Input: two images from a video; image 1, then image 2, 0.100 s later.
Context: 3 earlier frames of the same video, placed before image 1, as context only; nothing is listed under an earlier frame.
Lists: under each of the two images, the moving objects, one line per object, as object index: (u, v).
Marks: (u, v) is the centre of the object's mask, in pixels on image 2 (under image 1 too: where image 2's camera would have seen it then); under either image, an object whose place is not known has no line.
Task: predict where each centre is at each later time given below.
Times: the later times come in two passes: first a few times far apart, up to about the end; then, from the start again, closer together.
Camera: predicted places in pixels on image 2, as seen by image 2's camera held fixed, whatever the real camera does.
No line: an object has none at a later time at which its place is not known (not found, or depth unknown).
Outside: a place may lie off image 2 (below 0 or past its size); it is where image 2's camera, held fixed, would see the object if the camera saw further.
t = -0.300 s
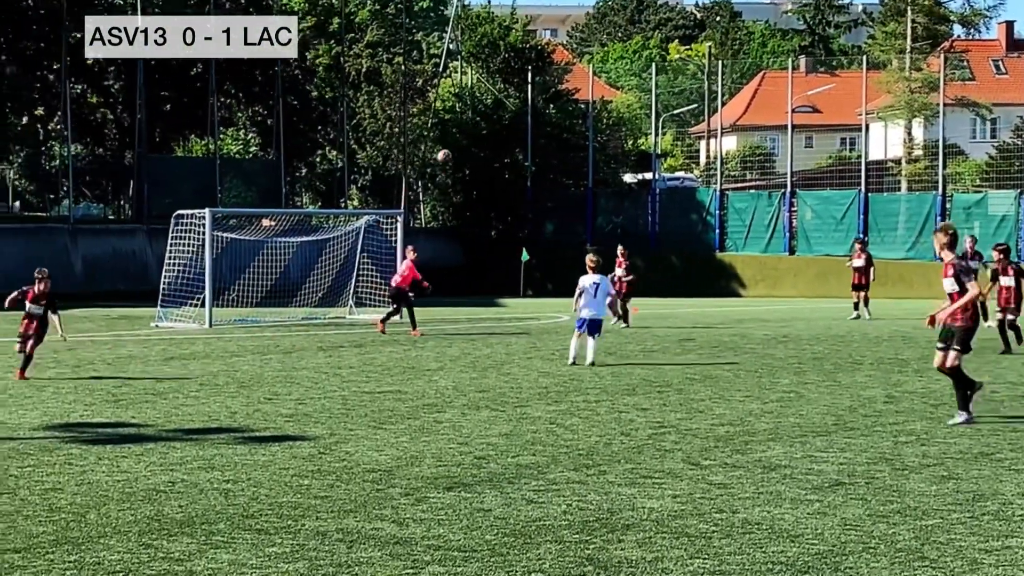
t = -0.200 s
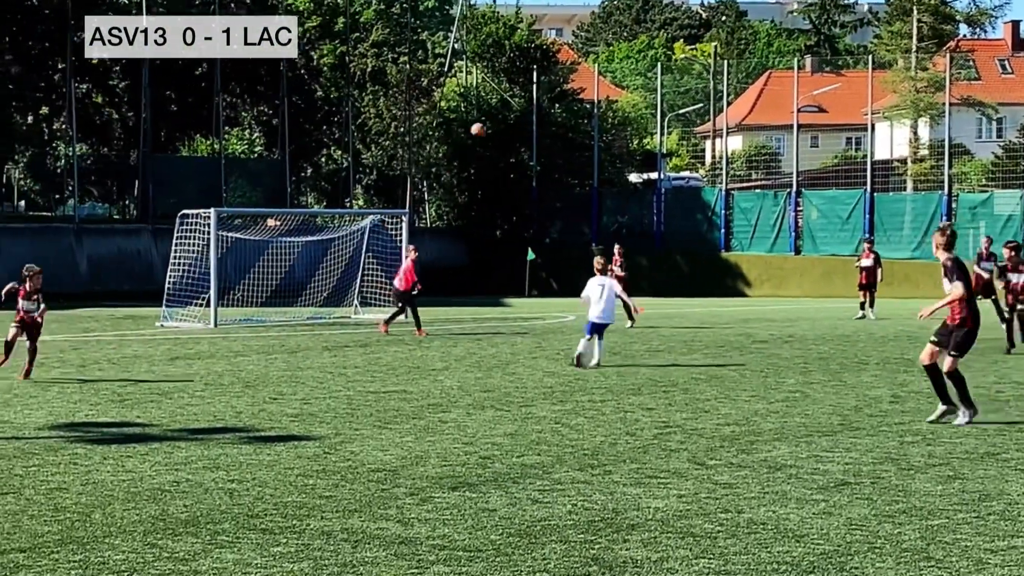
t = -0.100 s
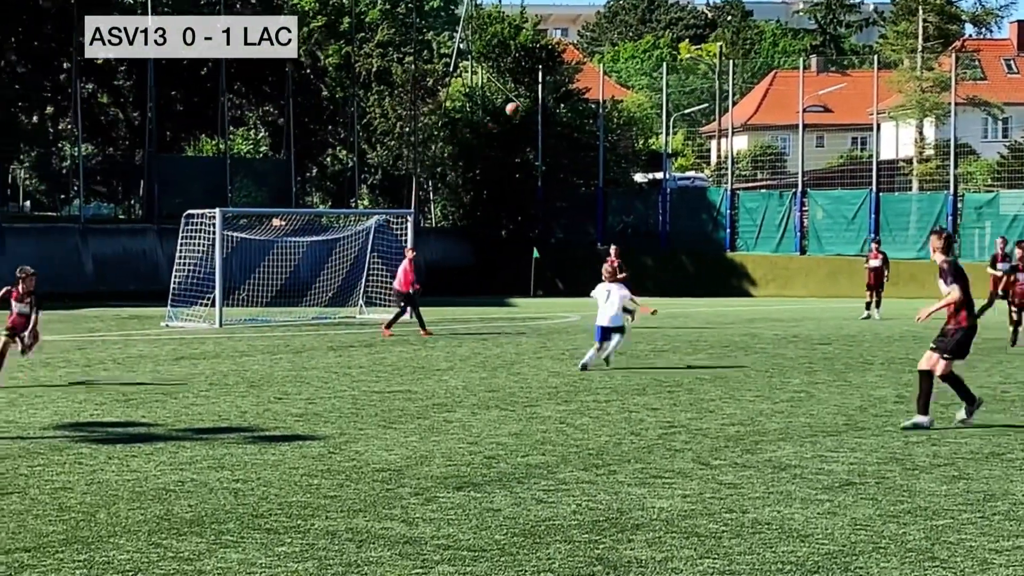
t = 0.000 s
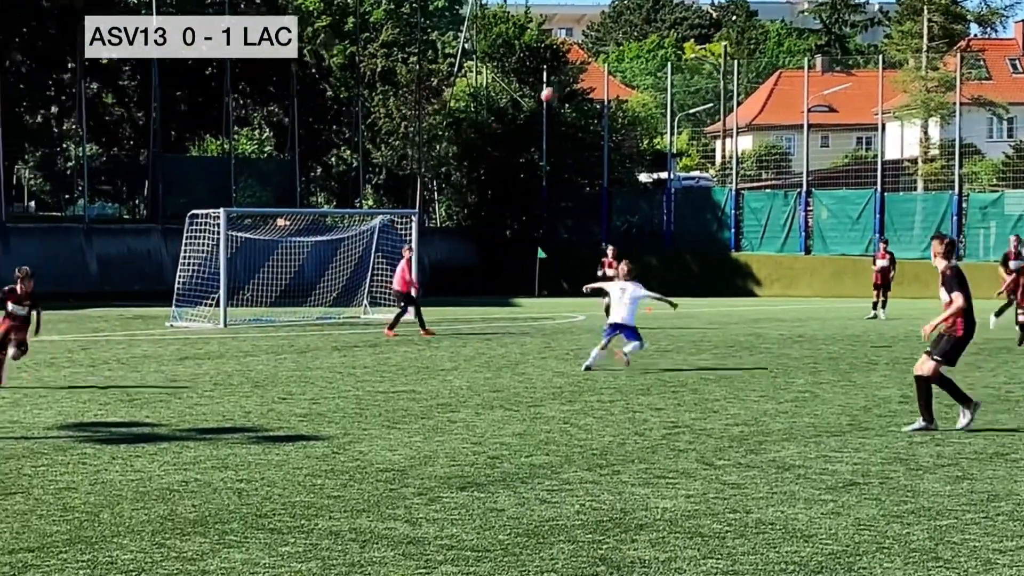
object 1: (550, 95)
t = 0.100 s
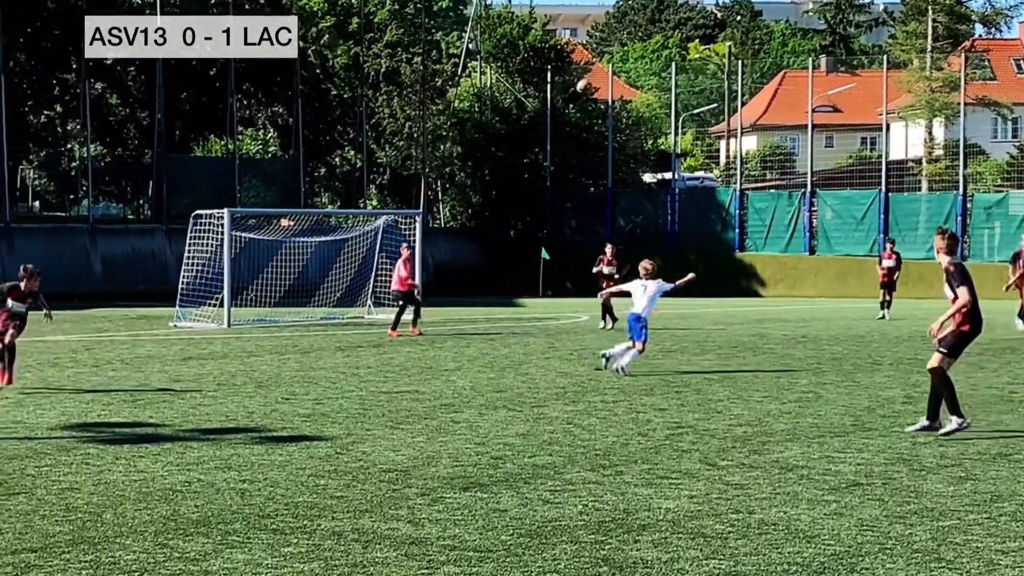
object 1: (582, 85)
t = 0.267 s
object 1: (640, 90)
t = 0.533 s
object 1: (744, 145)
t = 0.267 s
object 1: (640, 90)
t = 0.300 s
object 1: (652, 93)
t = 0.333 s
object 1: (665, 98)
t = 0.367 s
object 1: (674, 103)
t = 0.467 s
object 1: (715, 123)
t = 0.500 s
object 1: (730, 134)
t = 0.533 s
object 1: (744, 145)
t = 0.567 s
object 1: (758, 154)
